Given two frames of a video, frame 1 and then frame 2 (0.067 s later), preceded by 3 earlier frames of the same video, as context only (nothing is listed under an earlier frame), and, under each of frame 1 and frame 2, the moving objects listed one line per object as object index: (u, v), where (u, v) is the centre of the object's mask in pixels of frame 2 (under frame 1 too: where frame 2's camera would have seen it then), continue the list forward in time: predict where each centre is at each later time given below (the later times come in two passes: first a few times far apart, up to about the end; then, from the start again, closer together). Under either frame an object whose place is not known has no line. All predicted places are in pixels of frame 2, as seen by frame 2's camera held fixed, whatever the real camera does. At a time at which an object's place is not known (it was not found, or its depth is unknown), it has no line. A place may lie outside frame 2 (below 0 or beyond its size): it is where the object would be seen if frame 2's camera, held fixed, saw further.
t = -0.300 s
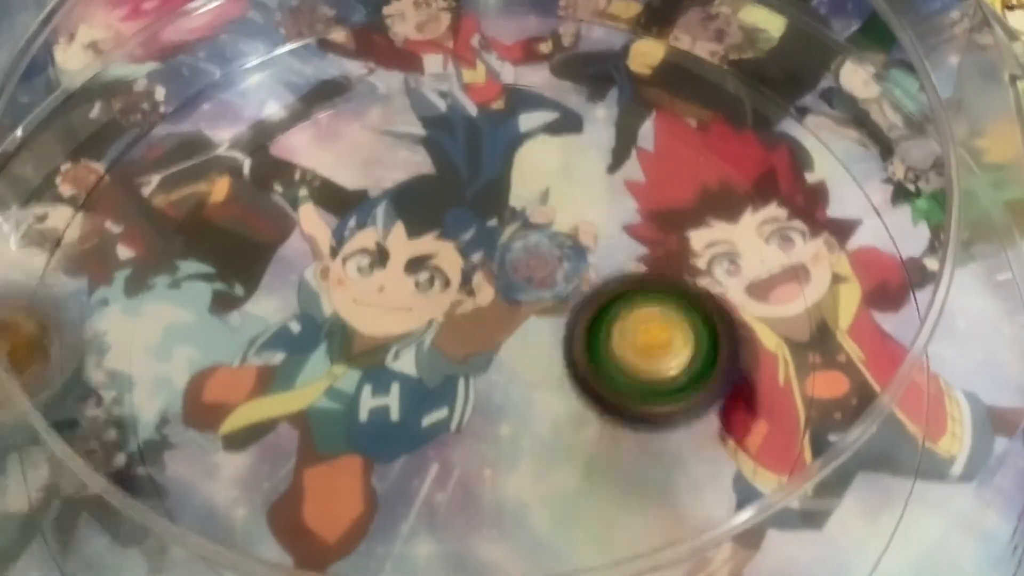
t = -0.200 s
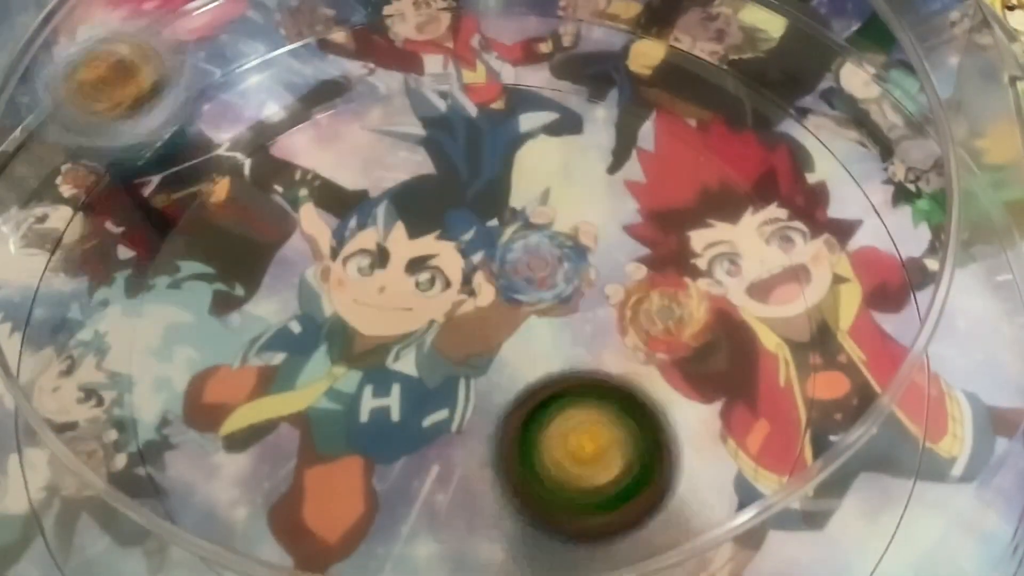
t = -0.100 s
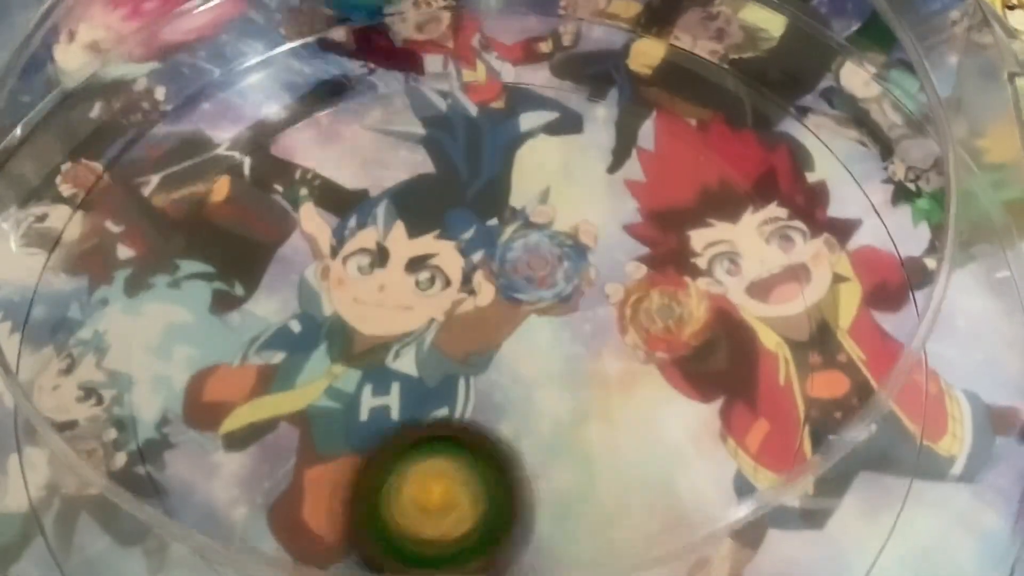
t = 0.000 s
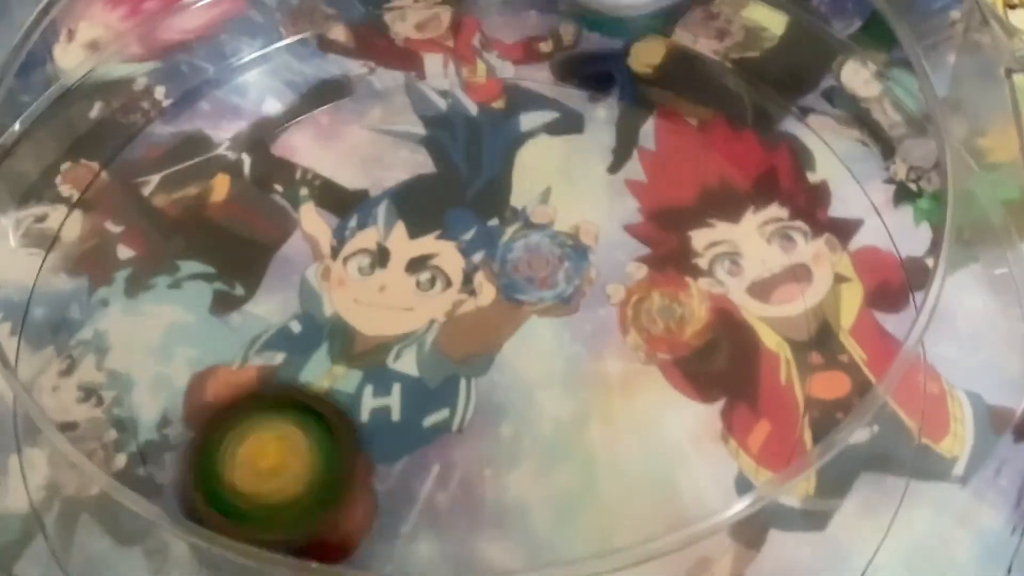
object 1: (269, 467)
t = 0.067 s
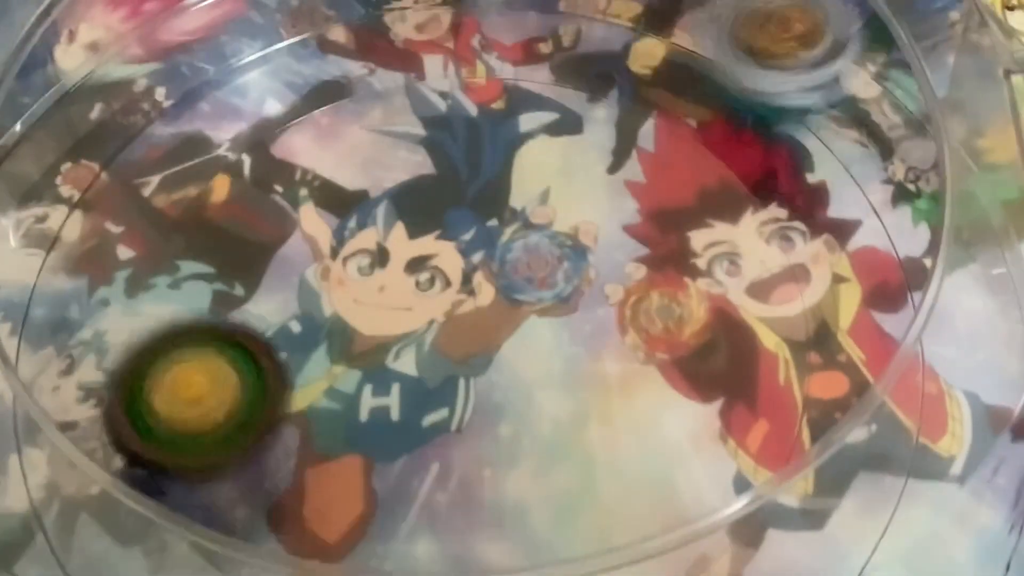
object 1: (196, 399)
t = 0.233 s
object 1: (212, 197)
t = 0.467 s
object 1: (506, 132)
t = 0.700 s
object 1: (668, 361)
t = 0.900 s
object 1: (436, 513)
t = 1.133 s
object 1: (178, 334)
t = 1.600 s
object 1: (514, 419)
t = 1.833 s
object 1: (562, 272)
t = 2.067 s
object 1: (451, 337)
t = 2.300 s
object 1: (420, 347)
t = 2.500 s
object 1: (474, 305)
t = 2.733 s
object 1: (716, 355)
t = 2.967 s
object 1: (582, 484)
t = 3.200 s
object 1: (368, 379)
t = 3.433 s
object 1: (475, 202)
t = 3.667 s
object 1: (706, 267)
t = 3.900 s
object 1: (592, 441)
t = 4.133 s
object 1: (362, 356)
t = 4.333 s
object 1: (429, 196)
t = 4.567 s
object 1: (615, 225)
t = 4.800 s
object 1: (537, 397)
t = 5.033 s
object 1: (349, 341)
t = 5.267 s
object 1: (438, 210)
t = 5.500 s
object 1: (567, 306)
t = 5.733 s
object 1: (440, 402)
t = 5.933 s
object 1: (379, 336)
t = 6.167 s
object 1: (482, 265)
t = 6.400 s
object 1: (503, 336)
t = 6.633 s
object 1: (405, 366)
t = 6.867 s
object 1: (434, 284)
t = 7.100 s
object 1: (519, 330)
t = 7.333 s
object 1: (447, 389)
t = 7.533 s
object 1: (412, 315)
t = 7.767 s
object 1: (519, 303)
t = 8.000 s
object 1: (421, 341)
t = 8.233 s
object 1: (519, 358)
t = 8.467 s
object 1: (462, 325)
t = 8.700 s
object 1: (477, 326)
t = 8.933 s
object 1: (476, 327)
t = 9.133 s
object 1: (473, 322)
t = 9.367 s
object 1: (471, 324)
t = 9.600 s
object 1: (470, 324)
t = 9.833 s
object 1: (470, 326)
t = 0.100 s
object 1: (176, 359)
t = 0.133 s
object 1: (168, 312)
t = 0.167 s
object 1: (173, 268)
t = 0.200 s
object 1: (188, 228)
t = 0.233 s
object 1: (212, 197)
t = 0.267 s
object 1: (246, 168)
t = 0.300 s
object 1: (284, 142)
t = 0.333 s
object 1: (322, 126)
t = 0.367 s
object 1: (368, 119)
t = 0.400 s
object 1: (413, 120)
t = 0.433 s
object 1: (459, 125)
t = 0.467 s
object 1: (506, 132)
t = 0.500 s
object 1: (546, 152)
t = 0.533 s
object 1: (583, 176)
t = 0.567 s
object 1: (619, 209)
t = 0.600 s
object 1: (643, 242)
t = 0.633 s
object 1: (662, 281)
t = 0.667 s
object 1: (673, 324)
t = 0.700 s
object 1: (668, 361)
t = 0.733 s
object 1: (655, 402)
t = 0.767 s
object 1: (628, 443)
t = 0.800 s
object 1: (590, 474)
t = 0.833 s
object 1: (541, 495)
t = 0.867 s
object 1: (487, 507)
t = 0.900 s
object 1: (436, 513)
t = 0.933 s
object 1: (372, 509)
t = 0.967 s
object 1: (322, 498)
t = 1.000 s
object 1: (270, 478)
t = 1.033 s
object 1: (229, 450)
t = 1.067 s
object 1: (195, 414)
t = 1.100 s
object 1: (183, 375)
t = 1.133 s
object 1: (178, 334)
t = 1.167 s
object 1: (181, 308)
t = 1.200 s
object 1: (164, 331)
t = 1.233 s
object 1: (151, 378)
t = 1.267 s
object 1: (160, 408)
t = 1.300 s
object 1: (182, 431)
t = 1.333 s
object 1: (212, 454)
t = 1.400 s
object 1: (282, 481)
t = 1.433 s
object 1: (321, 486)
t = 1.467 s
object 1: (361, 490)
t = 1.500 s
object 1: (410, 481)
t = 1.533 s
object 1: (448, 467)
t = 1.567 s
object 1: (484, 443)
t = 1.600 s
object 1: (514, 419)
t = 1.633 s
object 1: (539, 389)
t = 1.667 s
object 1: (557, 362)
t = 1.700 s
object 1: (568, 331)
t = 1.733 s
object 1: (564, 304)
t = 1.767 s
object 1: (571, 286)
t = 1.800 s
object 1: (568, 277)
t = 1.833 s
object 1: (562, 272)
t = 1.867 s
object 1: (553, 273)
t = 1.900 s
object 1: (541, 278)
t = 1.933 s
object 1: (518, 290)
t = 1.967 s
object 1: (501, 302)
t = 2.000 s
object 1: (483, 313)
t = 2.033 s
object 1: (467, 323)
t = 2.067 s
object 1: (451, 337)
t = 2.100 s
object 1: (436, 348)
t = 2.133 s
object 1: (426, 358)
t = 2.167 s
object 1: (418, 363)
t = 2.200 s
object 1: (416, 365)
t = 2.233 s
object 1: (416, 361)
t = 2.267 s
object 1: (417, 357)
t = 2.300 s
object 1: (420, 347)
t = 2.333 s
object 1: (425, 337)
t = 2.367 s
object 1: (430, 328)
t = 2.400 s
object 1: (438, 319)
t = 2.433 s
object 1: (448, 312)
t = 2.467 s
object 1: (460, 307)
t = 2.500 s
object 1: (474, 305)
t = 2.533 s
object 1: (529, 306)
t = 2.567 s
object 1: (572, 304)
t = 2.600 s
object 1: (616, 307)
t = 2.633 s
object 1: (651, 311)
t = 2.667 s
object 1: (678, 321)
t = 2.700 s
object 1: (700, 336)
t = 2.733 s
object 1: (716, 355)
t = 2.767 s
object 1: (722, 378)
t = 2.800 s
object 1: (718, 400)
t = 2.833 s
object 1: (701, 424)
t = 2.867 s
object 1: (675, 445)
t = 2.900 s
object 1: (648, 461)
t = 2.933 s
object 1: (617, 475)
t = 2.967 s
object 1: (582, 484)
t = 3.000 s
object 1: (547, 489)
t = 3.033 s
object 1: (510, 488)
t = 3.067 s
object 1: (471, 480)
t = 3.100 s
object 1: (438, 462)
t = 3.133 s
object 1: (407, 436)
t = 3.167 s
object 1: (382, 407)
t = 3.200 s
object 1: (368, 379)
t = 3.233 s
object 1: (362, 347)
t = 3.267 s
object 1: (364, 316)
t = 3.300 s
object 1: (371, 288)
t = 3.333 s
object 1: (388, 259)
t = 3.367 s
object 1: (411, 236)
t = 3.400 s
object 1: (442, 219)
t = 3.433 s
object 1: (475, 202)
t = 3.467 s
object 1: (512, 193)
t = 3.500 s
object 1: (554, 188)
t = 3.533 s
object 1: (593, 192)
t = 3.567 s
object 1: (628, 203)
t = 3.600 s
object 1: (661, 220)
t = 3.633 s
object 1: (687, 241)
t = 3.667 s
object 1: (706, 267)
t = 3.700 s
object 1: (714, 297)
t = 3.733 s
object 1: (714, 326)
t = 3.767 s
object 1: (705, 355)
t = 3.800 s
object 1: (689, 381)
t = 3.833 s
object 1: (663, 405)
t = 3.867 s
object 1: (629, 426)
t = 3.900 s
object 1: (592, 441)
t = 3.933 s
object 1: (552, 448)
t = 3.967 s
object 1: (512, 450)
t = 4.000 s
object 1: (474, 443)
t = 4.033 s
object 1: (437, 430)
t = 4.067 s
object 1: (401, 408)
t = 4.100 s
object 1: (378, 382)
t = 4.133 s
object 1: (362, 356)
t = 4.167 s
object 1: (353, 328)
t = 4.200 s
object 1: (353, 299)
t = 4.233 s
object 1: (361, 268)
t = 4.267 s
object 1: (377, 238)
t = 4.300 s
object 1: (397, 214)
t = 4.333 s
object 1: (429, 196)
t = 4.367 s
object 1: (457, 182)
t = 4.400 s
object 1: (487, 173)
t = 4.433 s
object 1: (522, 171)
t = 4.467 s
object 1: (551, 177)
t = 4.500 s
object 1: (577, 187)
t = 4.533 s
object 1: (599, 204)
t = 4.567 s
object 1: (615, 225)
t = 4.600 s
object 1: (626, 248)
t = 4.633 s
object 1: (629, 275)
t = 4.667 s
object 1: (624, 303)
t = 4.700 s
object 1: (612, 332)
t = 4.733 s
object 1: (593, 357)
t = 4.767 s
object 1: (568, 380)
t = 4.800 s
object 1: (537, 397)
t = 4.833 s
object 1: (502, 407)
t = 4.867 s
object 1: (468, 411)
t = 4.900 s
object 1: (435, 409)
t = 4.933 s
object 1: (403, 399)
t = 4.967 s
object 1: (380, 384)
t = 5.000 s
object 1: (362, 365)
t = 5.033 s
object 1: (349, 341)
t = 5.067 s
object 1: (345, 318)
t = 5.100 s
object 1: (347, 294)
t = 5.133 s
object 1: (358, 266)
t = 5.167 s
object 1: (374, 243)
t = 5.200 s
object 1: (391, 227)
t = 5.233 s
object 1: (414, 217)
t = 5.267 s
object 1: (438, 210)
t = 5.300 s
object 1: (461, 208)
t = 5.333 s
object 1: (490, 214)
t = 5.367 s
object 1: (518, 231)
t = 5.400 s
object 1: (537, 242)
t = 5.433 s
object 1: (553, 259)
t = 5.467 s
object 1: (564, 283)
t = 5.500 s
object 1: (567, 306)
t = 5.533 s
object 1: (563, 330)
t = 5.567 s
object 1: (553, 352)
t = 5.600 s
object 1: (538, 373)
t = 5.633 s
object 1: (516, 388)
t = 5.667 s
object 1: (491, 398)
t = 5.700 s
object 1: (466, 404)
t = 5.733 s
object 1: (440, 402)
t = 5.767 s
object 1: (418, 398)
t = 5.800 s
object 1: (399, 389)
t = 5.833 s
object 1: (386, 378)
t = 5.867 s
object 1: (380, 363)
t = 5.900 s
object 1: (377, 350)
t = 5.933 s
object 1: (379, 336)
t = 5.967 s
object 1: (386, 320)
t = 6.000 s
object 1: (398, 308)
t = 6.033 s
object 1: (412, 291)
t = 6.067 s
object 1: (431, 281)
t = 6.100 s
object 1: (450, 271)
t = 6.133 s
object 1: (467, 268)
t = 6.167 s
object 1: (482, 265)
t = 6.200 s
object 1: (496, 267)
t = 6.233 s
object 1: (505, 270)
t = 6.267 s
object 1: (512, 277)
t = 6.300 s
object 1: (515, 290)
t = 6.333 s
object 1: (515, 305)
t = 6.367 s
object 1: (512, 321)
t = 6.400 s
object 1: (503, 336)
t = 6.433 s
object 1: (492, 351)
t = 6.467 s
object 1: (478, 363)
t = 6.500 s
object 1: (462, 371)
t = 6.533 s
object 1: (445, 375)
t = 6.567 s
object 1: (430, 376)
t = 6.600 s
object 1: (416, 372)
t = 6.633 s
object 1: (405, 366)
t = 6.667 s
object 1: (397, 358)
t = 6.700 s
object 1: (391, 346)
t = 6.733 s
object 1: (390, 330)
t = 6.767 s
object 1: (395, 315)
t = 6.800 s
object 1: (405, 302)
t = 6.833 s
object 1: (417, 289)
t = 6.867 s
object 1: (434, 284)
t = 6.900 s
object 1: (450, 281)
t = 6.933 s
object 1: (465, 281)
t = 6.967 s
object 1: (481, 284)
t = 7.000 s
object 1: (495, 292)
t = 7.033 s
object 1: (506, 303)
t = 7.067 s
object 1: (516, 317)
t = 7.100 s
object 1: (519, 330)
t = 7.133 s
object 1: (520, 345)
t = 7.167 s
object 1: (515, 360)
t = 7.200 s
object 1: (507, 371)
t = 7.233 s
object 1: (495, 382)
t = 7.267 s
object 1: (481, 387)
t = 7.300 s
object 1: (465, 390)
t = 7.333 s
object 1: (447, 389)
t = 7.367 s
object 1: (430, 382)
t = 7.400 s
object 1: (417, 372)
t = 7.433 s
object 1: (408, 360)
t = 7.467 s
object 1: (404, 346)
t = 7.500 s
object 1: (405, 329)
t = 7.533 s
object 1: (412, 315)
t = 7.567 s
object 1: (424, 304)
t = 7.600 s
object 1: (439, 296)
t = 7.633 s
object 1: (455, 289)
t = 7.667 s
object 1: (473, 288)
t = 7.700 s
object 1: (489, 291)
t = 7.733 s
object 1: (506, 296)
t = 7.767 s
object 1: (519, 303)
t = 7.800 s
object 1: (529, 313)
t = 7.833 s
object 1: (535, 326)
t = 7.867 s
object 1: (537, 340)
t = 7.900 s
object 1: (500, 384)
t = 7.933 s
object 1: (462, 386)
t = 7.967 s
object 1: (433, 368)
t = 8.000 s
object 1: (421, 341)
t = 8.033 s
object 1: (429, 315)
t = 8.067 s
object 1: (453, 293)
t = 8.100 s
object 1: (482, 283)
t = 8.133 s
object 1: (513, 291)
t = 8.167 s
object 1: (532, 307)
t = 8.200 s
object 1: (536, 333)
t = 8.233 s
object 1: (519, 358)
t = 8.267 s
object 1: (492, 370)
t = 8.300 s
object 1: (467, 369)
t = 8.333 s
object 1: (449, 363)
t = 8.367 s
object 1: (441, 354)
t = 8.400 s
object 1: (442, 343)
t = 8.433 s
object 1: (451, 330)
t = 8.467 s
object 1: (462, 325)
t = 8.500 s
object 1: (472, 320)
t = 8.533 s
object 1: (480, 318)
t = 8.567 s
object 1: (484, 317)
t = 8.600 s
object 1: (485, 318)
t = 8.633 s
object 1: (485, 320)
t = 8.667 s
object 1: (482, 323)
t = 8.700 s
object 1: (477, 326)
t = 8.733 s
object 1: (473, 327)
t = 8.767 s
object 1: (469, 330)
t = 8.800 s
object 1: (467, 331)
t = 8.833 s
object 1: (467, 332)
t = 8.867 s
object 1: (471, 331)
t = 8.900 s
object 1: (473, 328)
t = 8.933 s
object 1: (476, 327)
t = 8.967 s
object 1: (478, 324)
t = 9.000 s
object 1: (478, 324)
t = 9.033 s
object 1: (477, 323)
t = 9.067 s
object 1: (476, 323)
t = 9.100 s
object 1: (475, 323)
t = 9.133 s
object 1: (473, 322)
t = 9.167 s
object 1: (473, 322)
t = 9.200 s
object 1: (471, 322)
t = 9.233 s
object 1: (471, 323)
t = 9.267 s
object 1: (470, 322)
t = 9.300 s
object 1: (470, 323)
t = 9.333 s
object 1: (470, 324)
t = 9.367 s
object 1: (471, 324)
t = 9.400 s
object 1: (471, 324)
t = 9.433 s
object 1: (471, 323)
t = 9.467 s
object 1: (471, 324)
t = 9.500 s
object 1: (471, 323)
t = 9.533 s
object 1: (470, 324)
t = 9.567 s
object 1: (470, 324)
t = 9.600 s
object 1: (470, 324)
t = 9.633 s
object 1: (470, 324)
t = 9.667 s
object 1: (470, 324)
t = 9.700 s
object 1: (470, 324)
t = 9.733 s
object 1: (470, 324)
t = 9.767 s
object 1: (470, 326)
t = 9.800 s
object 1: (470, 325)
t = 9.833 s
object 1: (470, 326)
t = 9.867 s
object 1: (470, 325)
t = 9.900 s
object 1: (470, 325)
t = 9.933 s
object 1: (470, 326)
